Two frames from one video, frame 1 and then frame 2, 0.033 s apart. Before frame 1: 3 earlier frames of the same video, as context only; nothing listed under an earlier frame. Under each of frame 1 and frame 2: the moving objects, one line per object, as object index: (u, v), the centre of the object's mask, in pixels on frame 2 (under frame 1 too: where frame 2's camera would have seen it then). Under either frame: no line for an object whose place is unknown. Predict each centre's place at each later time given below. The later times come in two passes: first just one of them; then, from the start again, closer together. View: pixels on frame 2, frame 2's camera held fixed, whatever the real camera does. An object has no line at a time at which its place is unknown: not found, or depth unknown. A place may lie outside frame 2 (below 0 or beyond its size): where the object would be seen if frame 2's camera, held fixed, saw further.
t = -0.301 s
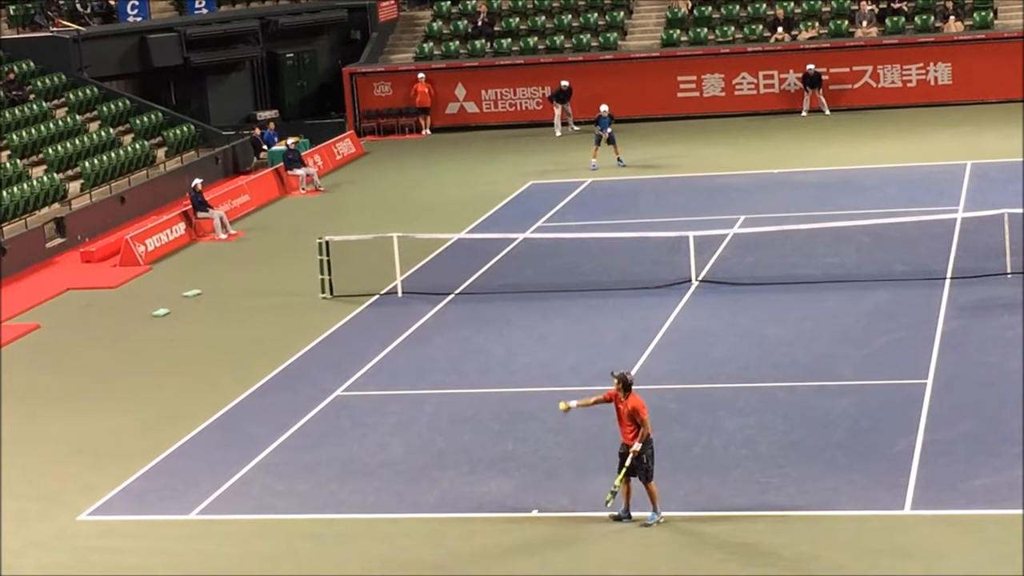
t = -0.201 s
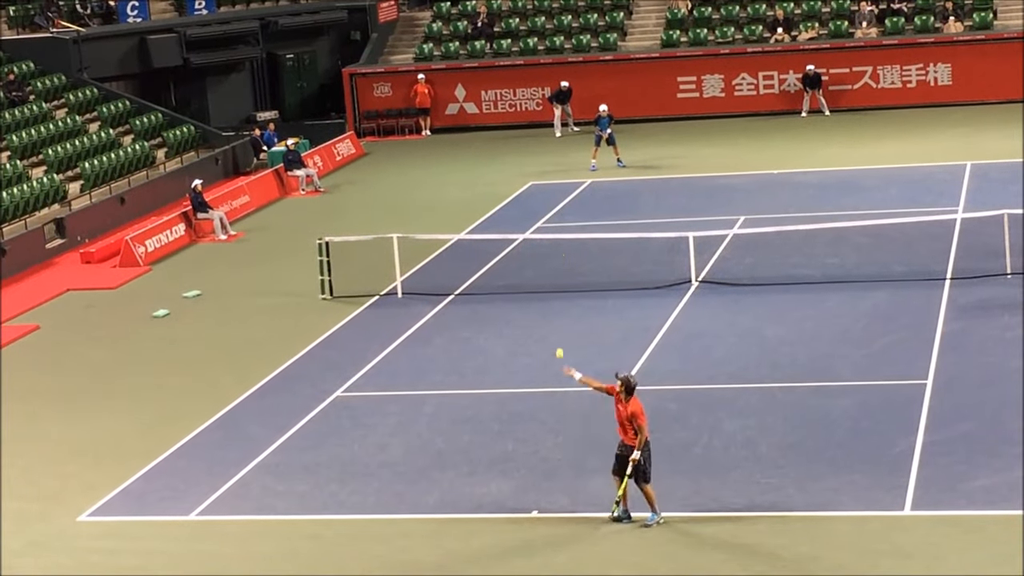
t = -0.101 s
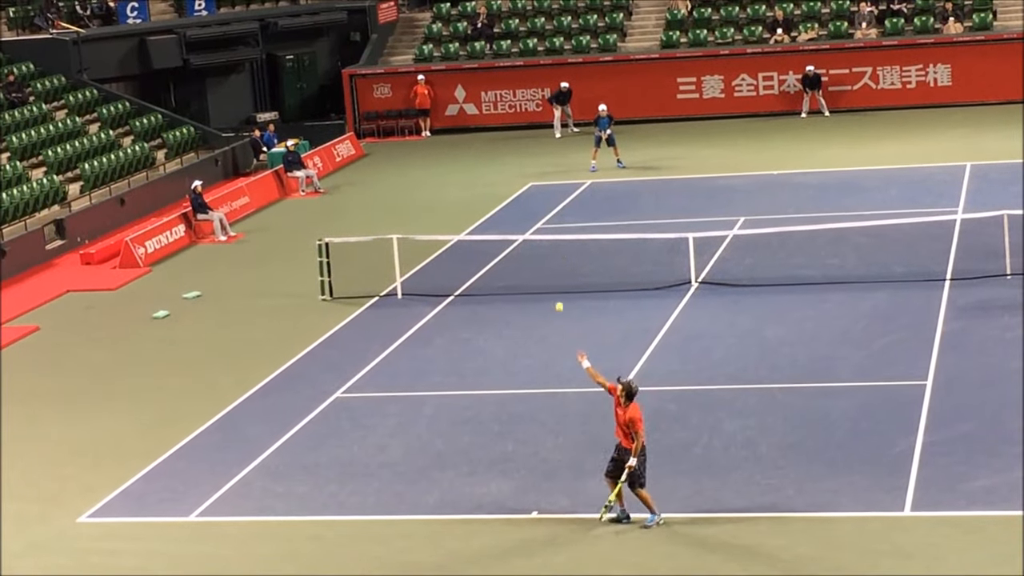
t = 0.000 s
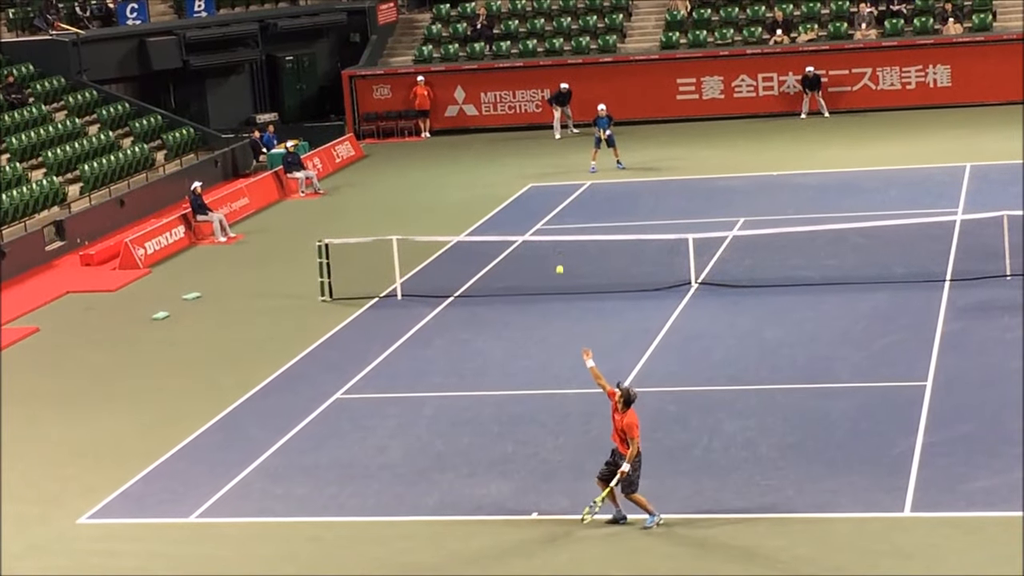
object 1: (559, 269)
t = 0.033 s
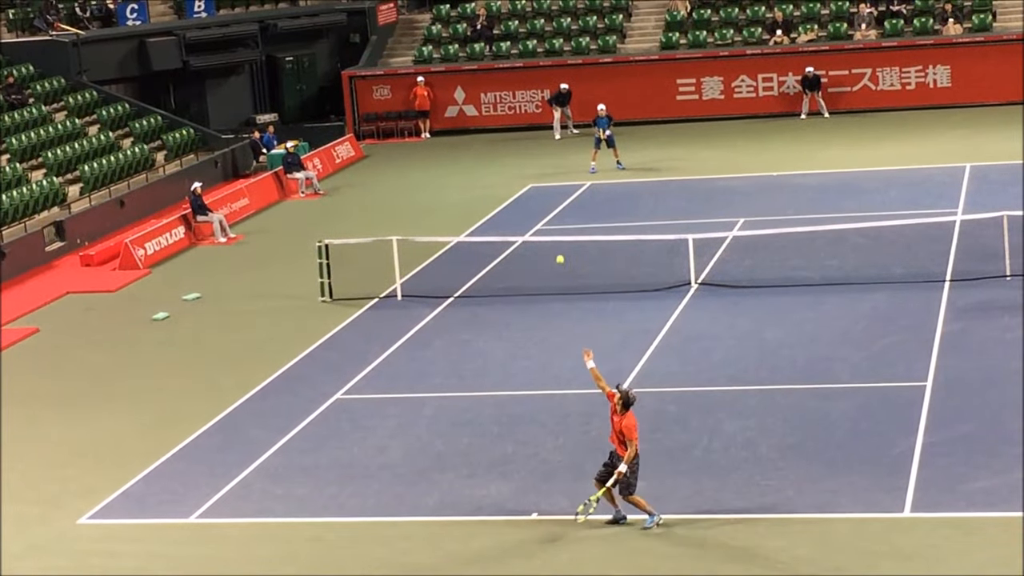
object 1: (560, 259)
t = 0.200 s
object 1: (562, 221)
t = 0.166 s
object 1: (561, 226)
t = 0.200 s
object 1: (562, 221)
